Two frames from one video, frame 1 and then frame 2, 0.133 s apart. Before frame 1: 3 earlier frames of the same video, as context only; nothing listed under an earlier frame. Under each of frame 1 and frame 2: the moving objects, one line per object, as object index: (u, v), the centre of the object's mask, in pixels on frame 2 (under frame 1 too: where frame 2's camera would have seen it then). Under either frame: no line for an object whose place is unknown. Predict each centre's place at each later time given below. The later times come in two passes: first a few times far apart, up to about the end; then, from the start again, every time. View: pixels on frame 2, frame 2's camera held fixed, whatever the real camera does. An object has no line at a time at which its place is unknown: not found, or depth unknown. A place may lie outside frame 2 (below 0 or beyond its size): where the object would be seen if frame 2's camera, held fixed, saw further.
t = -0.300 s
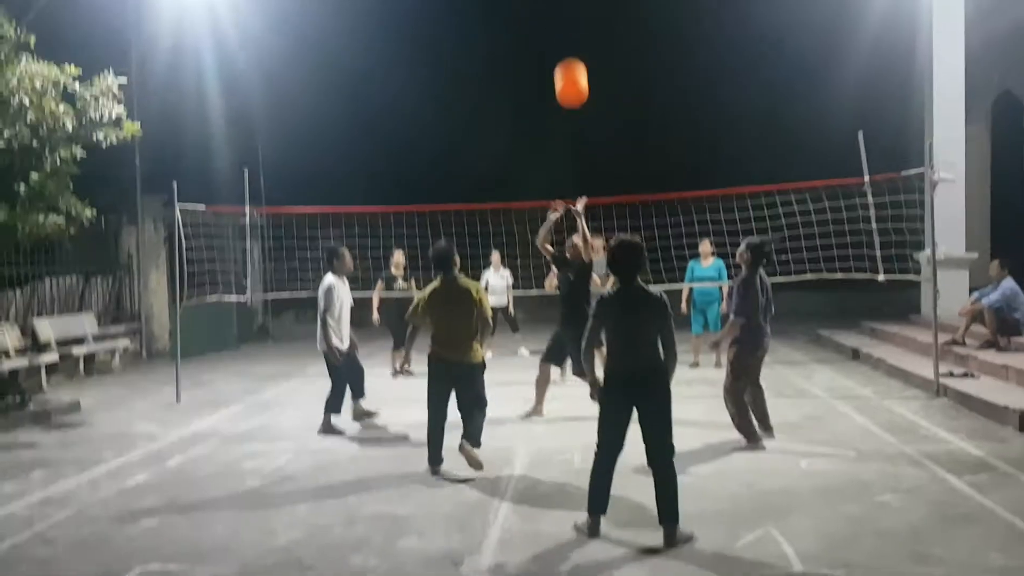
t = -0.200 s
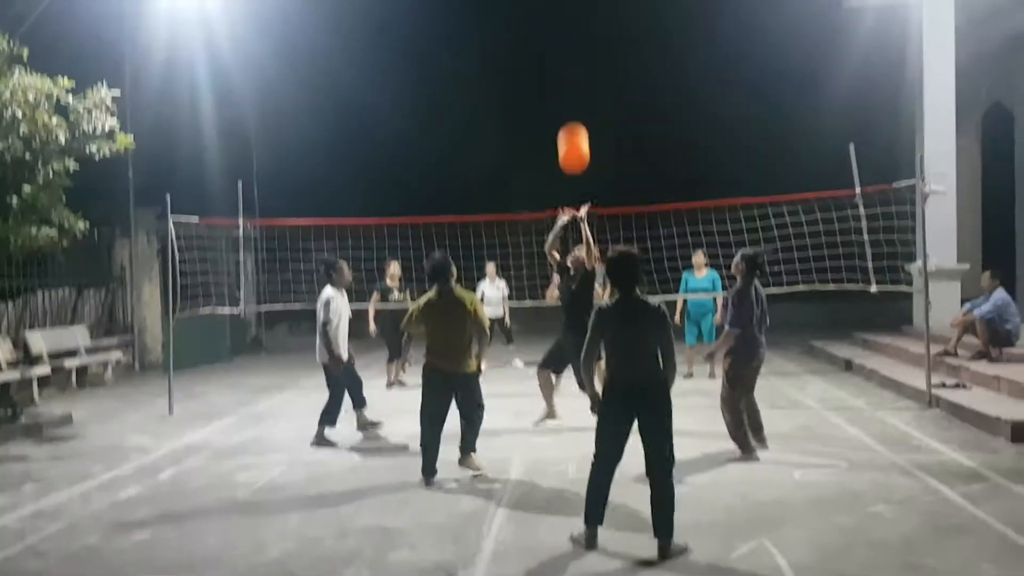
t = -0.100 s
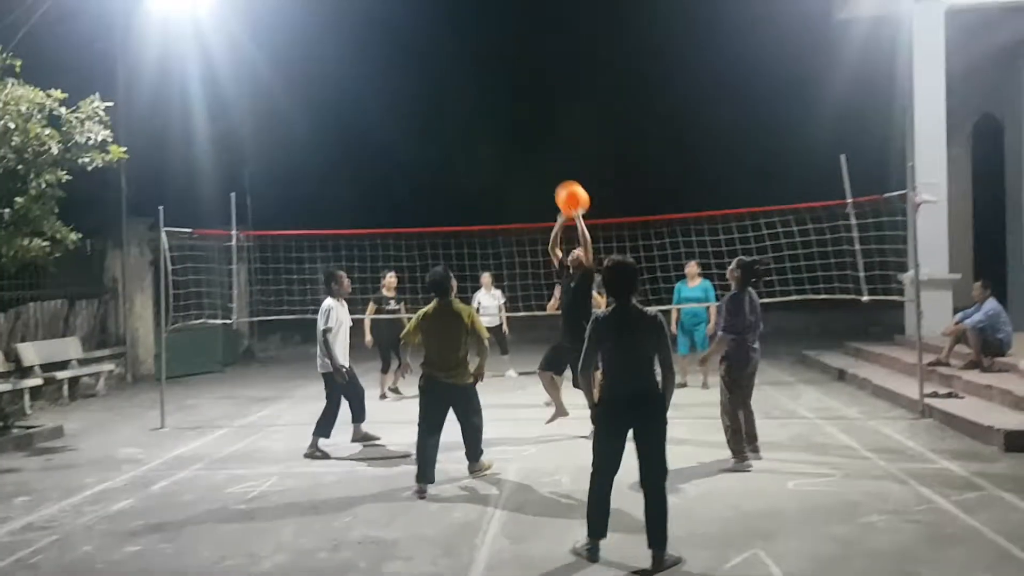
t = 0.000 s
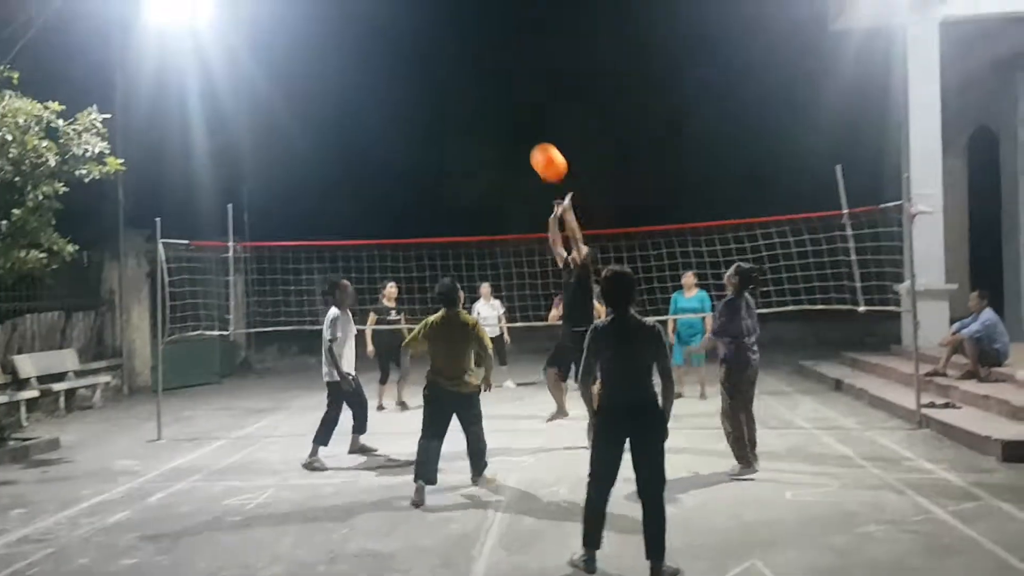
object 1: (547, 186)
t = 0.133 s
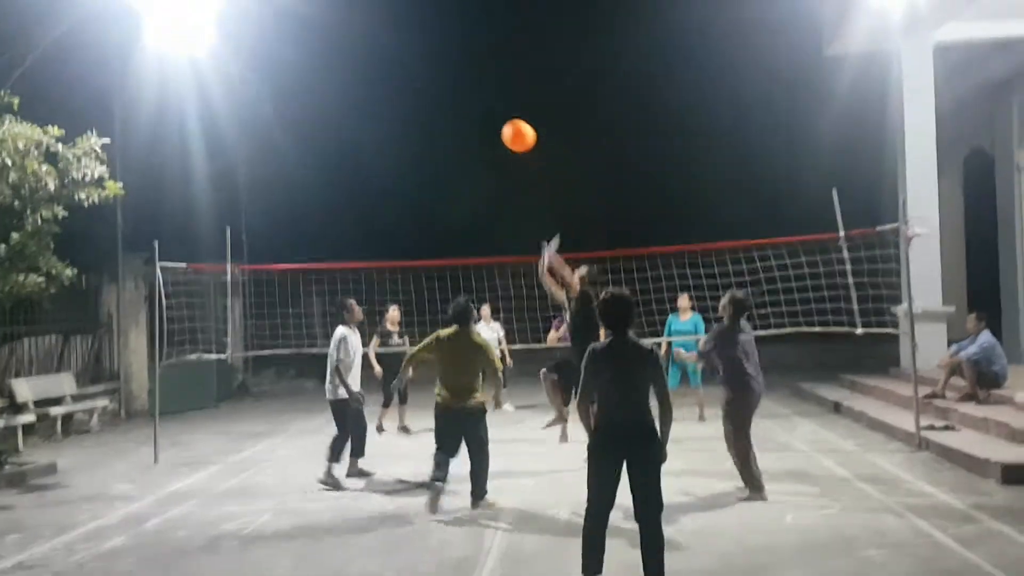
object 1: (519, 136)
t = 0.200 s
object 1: (505, 118)
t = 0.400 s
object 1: (468, 95)
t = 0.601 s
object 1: (435, 115)
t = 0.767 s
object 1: (411, 161)
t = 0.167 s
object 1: (512, 126)
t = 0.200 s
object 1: (505, 118)
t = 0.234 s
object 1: (499, 111)
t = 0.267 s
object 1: (492, 106)
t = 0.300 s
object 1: (486, 101)
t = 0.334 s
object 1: (480, 98)
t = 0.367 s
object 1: (474, 96)
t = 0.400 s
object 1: (468, 95)
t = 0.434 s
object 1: (462, 95)
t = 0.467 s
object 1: (456, 97)
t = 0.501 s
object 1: (451, 100)
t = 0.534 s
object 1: (446, 104)
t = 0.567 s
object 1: (440, 108)
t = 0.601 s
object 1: (435, 115)
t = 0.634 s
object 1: (430, 122)
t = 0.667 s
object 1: (426, 130)
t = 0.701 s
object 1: (421, 140)
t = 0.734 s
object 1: (416, 150)
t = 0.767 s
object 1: (411, 161)
